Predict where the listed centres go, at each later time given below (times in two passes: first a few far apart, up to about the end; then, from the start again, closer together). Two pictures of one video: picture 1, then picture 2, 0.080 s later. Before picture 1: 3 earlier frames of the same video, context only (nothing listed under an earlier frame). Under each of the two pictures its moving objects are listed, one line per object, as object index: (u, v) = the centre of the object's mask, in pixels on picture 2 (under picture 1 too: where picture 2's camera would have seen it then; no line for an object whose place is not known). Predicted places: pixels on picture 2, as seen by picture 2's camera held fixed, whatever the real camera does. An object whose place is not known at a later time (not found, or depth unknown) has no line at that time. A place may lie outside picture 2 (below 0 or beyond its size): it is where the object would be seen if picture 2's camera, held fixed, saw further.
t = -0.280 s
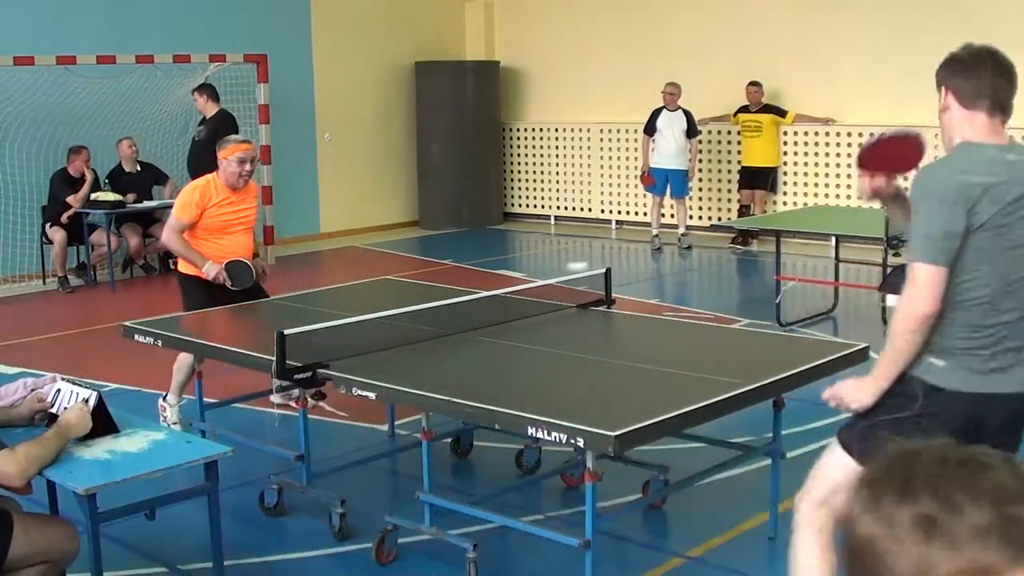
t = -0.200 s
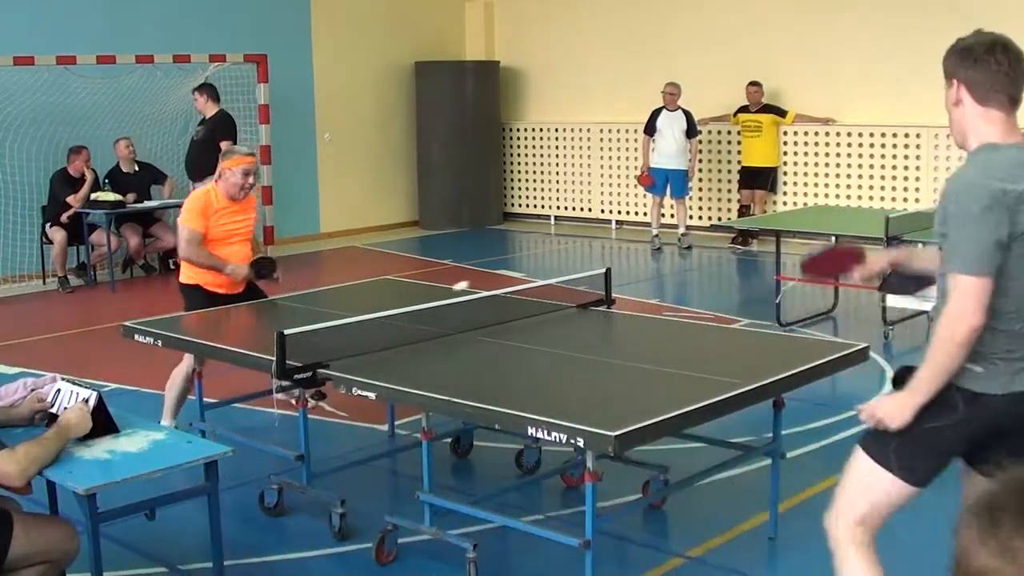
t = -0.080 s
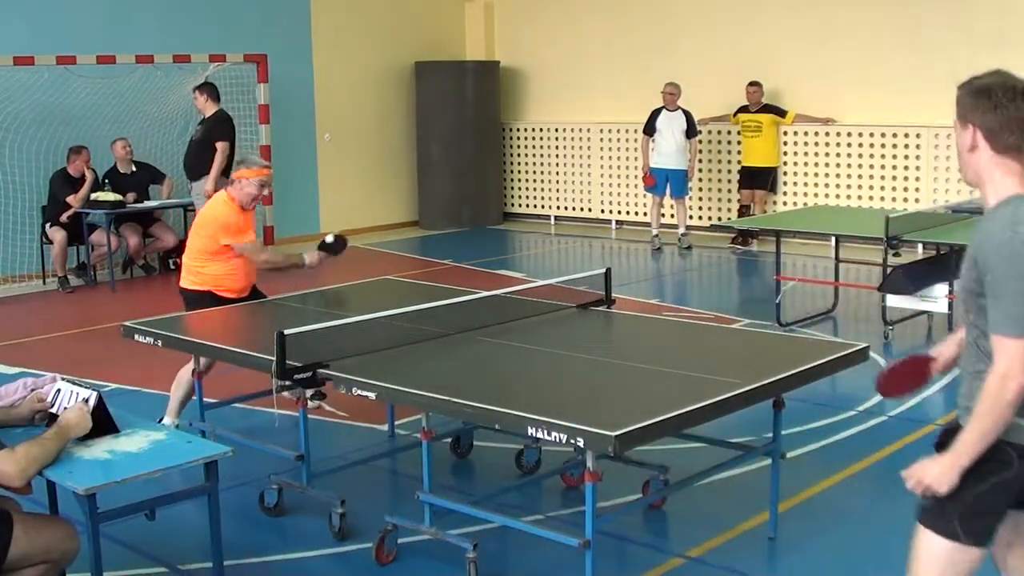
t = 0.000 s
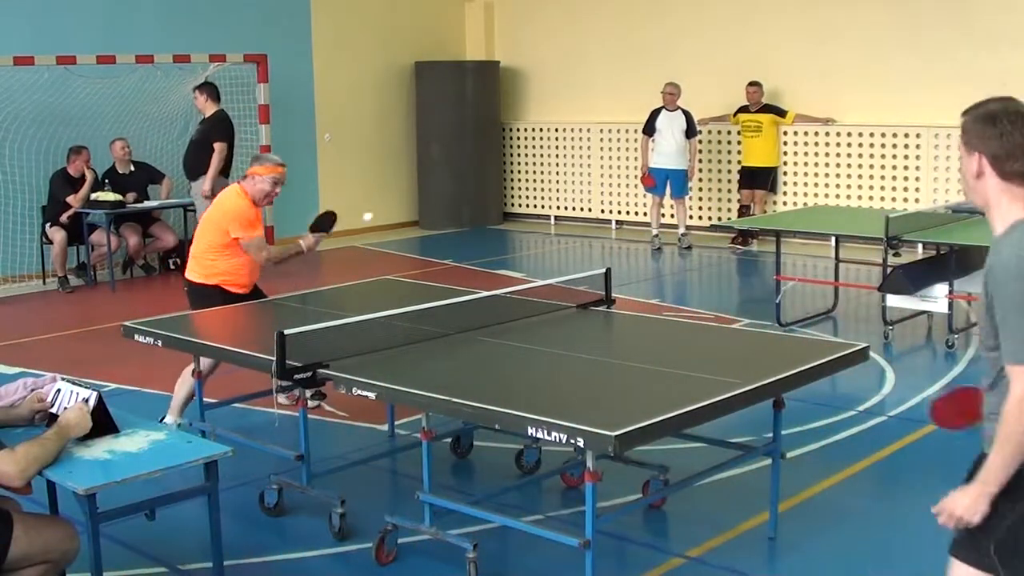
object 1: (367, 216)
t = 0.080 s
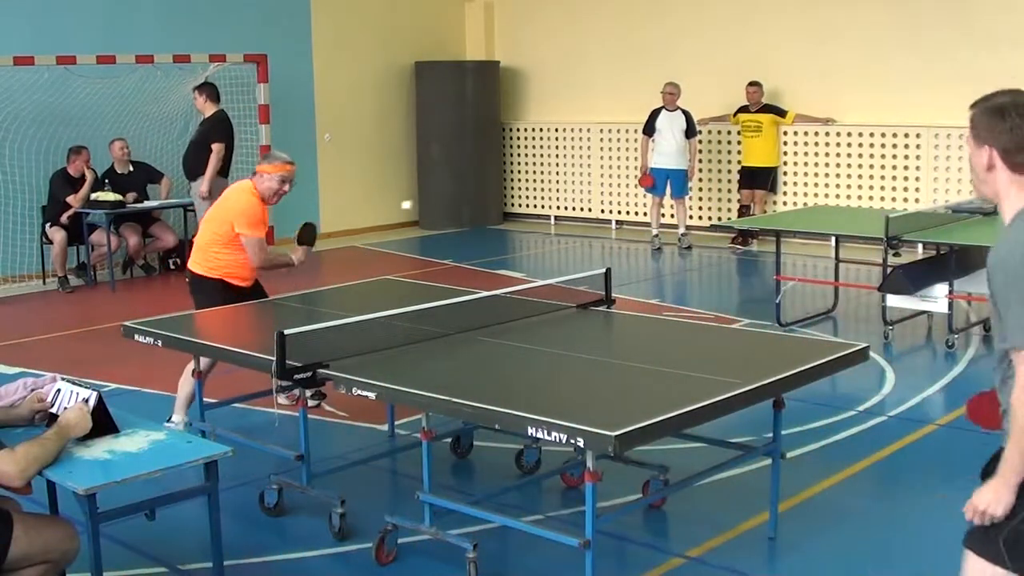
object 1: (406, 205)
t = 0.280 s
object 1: (505, 235)
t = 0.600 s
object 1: (653, 362)
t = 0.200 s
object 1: (466, 211)
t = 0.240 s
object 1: (486, 221)
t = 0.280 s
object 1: (505, 235)
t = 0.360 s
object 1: (546, 279)
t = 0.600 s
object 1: (653, 362)
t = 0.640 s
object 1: (666, 352)
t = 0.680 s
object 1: (679, 347)
